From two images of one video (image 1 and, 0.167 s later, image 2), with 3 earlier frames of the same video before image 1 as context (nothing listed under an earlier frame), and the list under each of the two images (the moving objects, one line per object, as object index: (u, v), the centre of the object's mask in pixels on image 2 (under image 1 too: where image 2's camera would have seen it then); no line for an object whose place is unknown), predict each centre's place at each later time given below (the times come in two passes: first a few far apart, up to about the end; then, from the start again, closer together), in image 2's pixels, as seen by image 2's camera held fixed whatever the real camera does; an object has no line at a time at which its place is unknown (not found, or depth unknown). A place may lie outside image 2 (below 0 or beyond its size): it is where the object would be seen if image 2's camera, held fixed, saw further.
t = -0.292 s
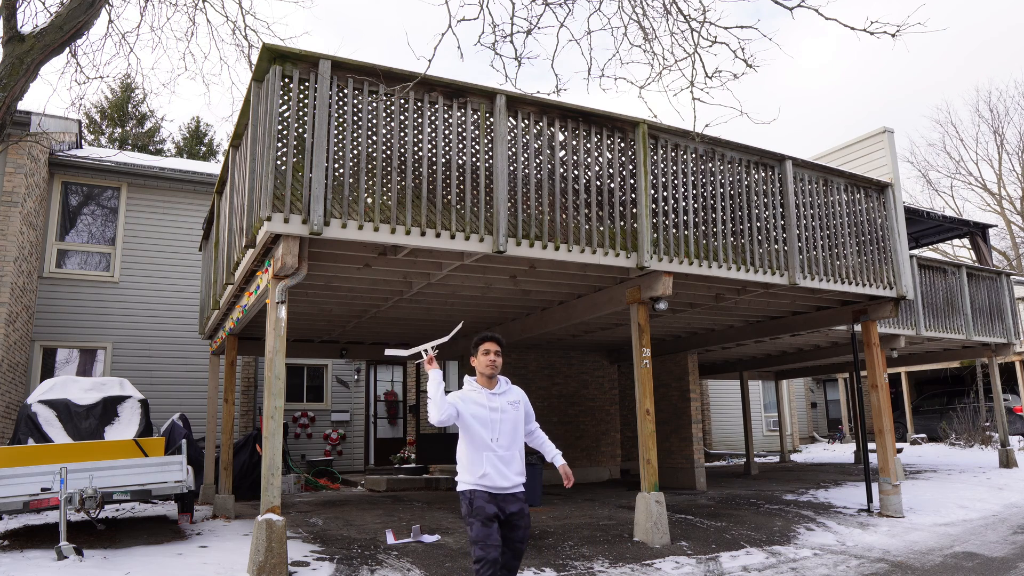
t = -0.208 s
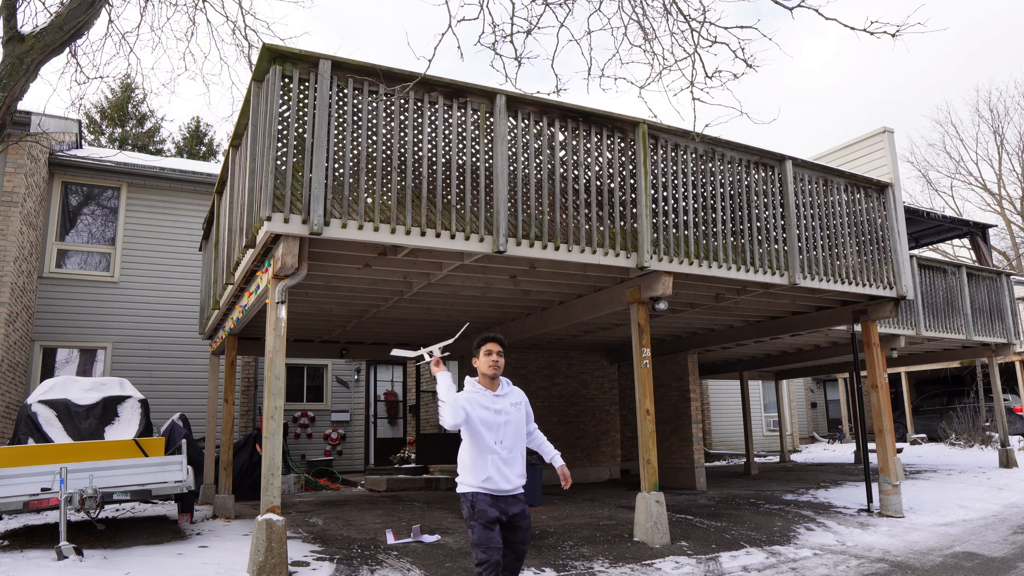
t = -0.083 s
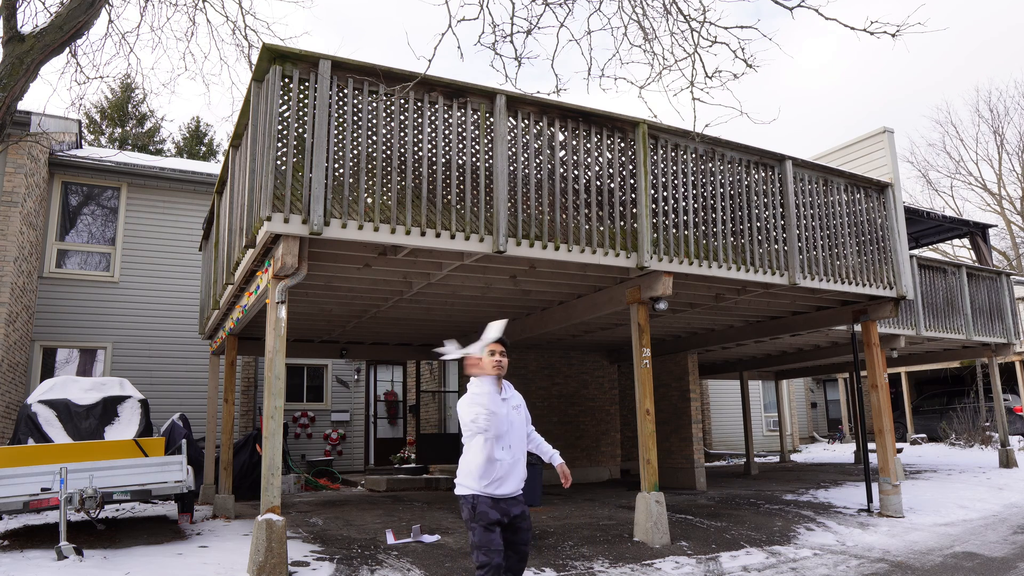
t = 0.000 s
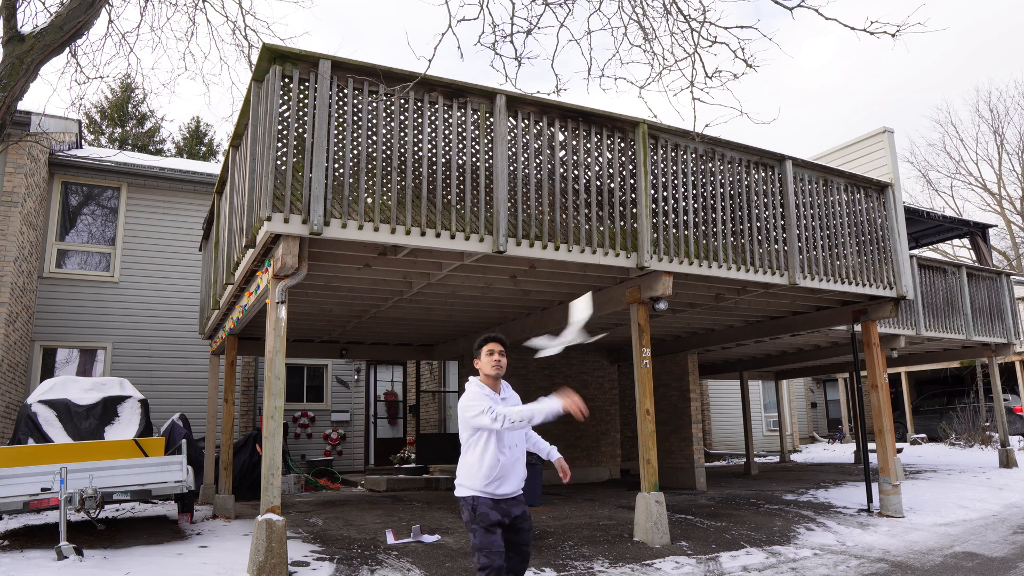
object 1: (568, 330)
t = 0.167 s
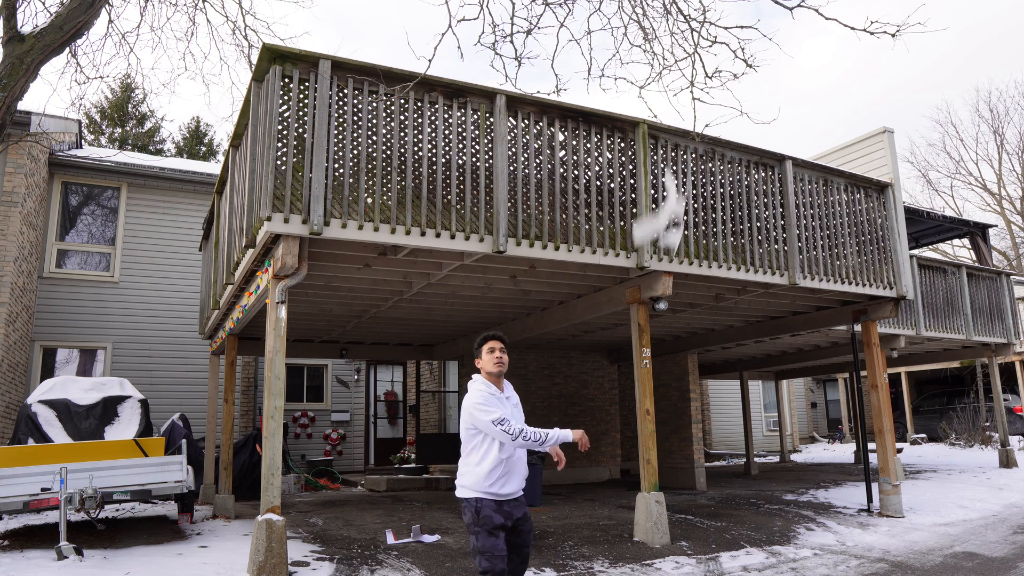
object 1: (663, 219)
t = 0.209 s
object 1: (664, 182)
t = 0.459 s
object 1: (509, 60)
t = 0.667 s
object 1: (349, 136)
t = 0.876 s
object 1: (311, 317)
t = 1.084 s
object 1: (408, 402)
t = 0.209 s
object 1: (664, 182)
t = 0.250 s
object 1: (653, 149)
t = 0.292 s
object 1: (636, 120)
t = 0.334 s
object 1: (599, 95)
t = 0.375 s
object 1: (566, 77)
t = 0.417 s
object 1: (533, 67)
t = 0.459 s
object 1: (509, 60)
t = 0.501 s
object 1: (475, 63)
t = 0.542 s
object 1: (444, 70)
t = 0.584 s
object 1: (409, 86)
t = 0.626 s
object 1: (377, 111)
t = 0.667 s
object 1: (349, 136)
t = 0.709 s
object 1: (326, 171)
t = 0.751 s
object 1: (311, 208)
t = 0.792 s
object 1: (305, 249)
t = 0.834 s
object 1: (305, 283)
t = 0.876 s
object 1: (311, 317)
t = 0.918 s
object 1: (324, 344)
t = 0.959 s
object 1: (339, 366)
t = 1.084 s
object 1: (408, 402)
